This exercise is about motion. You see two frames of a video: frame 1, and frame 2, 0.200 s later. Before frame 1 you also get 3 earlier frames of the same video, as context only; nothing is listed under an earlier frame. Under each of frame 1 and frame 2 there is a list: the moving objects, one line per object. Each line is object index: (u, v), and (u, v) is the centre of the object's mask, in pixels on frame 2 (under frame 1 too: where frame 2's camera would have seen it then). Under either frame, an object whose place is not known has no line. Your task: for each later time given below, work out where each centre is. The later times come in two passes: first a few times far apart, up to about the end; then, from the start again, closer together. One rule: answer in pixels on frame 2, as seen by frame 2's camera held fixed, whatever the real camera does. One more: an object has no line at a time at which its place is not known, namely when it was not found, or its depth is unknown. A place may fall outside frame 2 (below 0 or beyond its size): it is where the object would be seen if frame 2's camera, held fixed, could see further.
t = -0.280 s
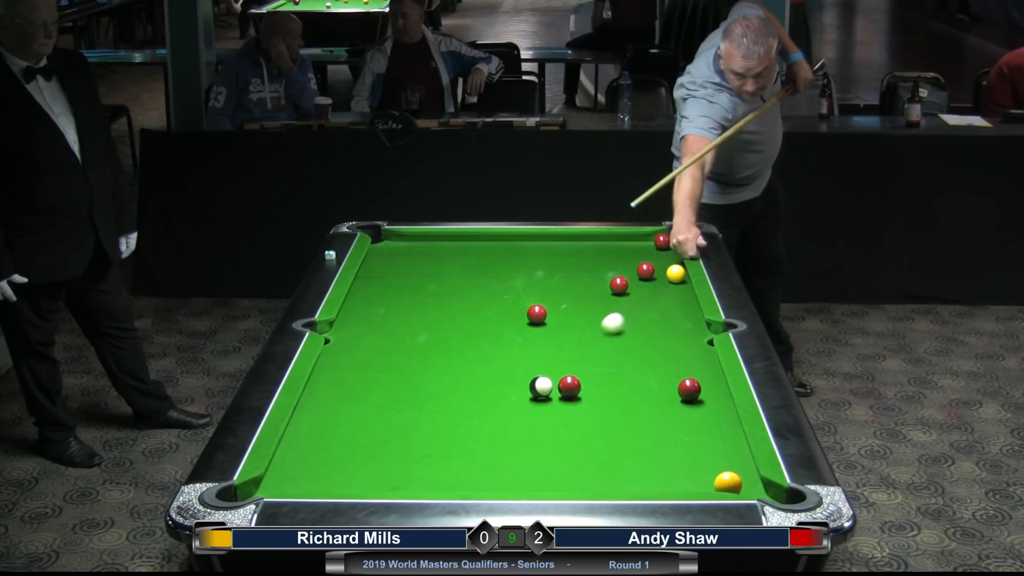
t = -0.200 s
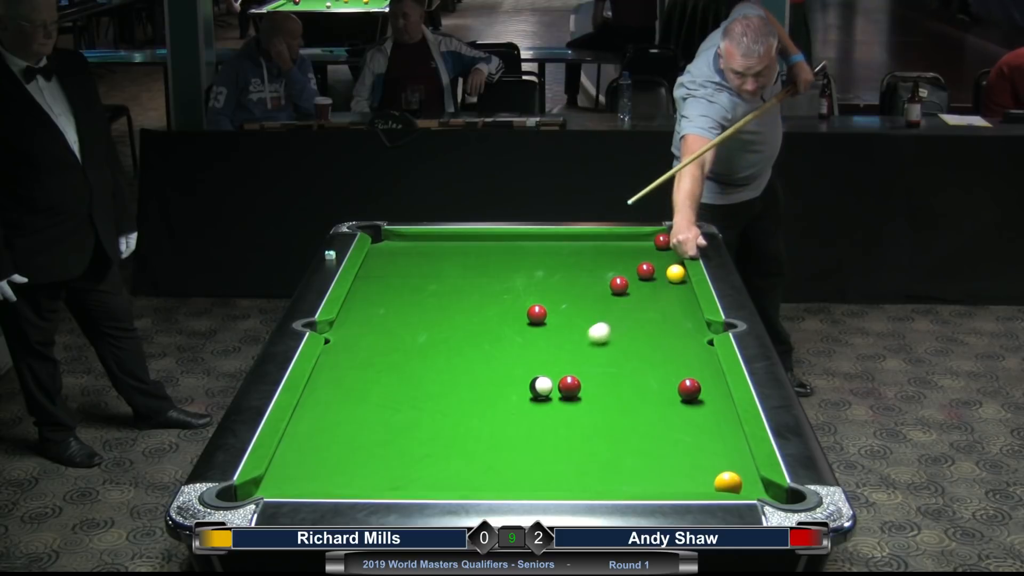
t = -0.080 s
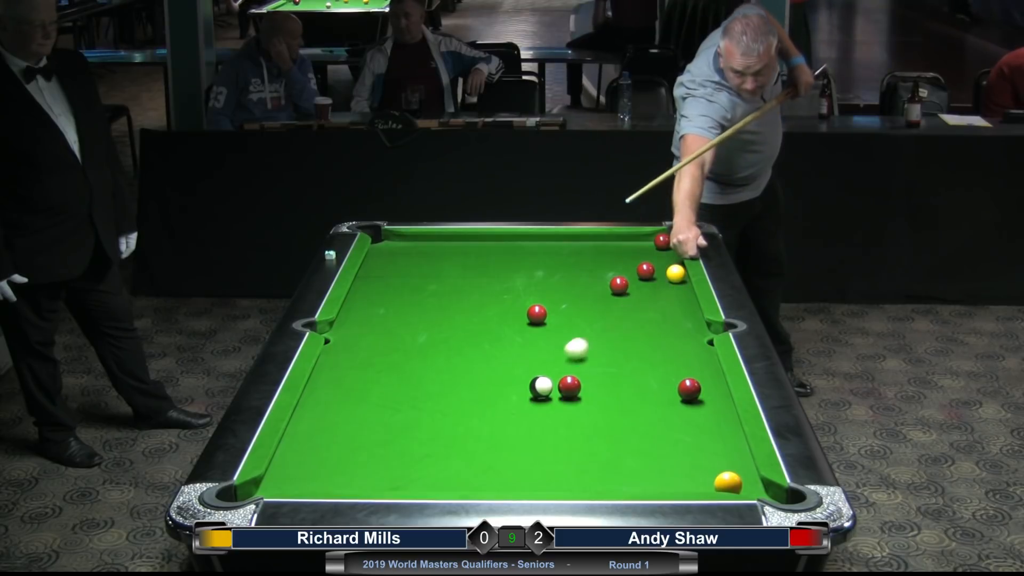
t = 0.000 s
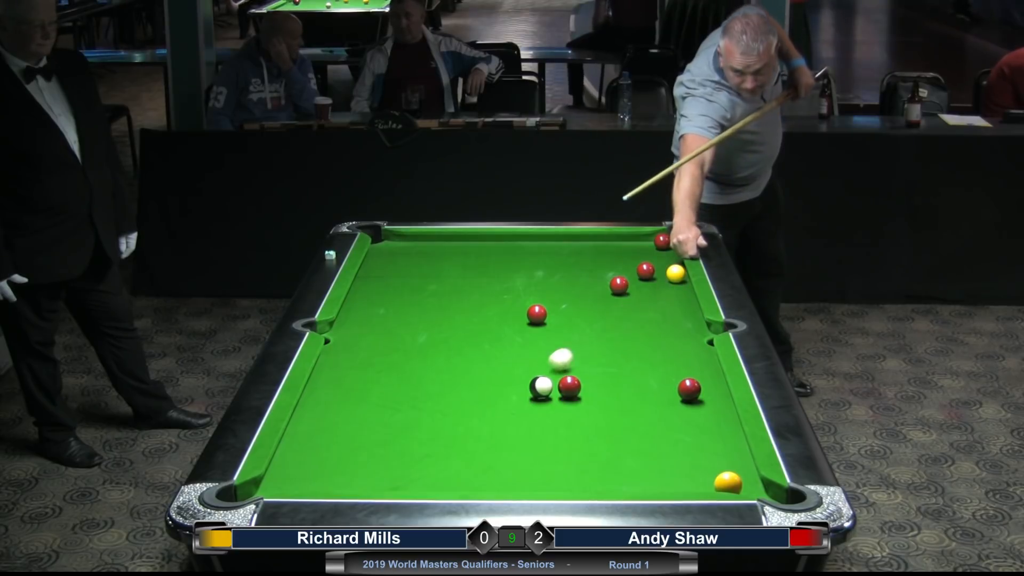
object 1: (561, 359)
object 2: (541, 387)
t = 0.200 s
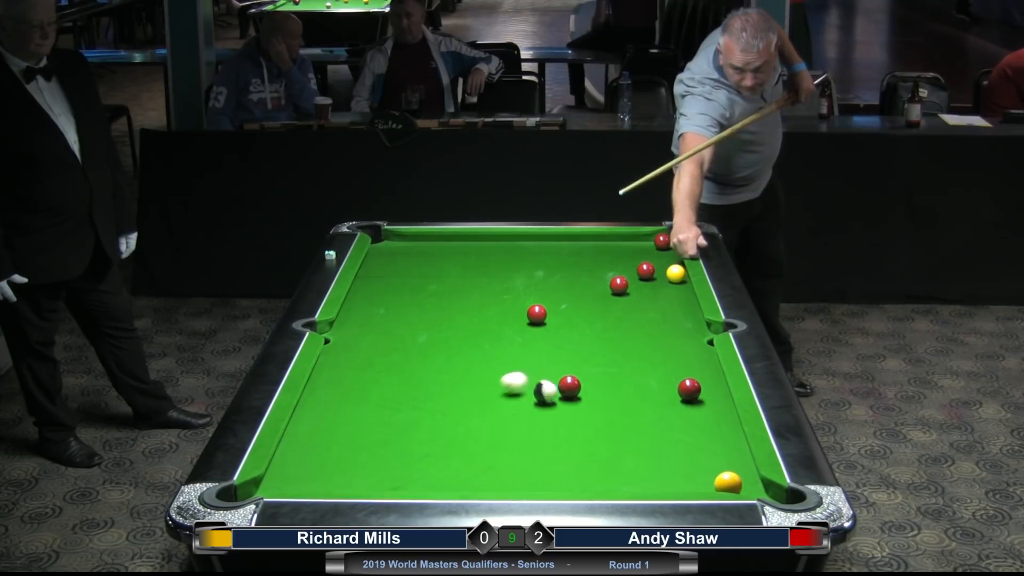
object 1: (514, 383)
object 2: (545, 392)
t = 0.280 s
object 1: (490, 388)
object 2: (549, 397)
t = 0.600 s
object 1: (395, 408)
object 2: (568, 416)
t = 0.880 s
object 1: (309, 426)
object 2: (584, 434)
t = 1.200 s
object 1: (342, 441)
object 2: (601, 452)
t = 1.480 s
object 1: (386, 452)
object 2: (615, 466)
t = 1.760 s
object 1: (430, 462)
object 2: (629, 479)
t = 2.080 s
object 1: (476, 473)
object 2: (641, 485)
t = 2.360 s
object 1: (514, 480)
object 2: (646, 482)
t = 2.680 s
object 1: (553, 485)
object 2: (650, 479)
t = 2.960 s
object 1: (579, 485)
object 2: (652, 478)
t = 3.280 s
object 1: (601, 483)
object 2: (653, 478)
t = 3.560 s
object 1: (617, 481)
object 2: (653, 478)
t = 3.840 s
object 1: (627, 481)
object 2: (653, 478)
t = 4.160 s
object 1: (628, 481)
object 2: (655, 478)
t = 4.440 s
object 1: (628, 481)
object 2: (654, 478)
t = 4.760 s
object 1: (628, 480)
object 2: (654, 478)
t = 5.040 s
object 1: (628, 480)
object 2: (654, 478)
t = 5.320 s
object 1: (628, 481)
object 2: (654, 478)
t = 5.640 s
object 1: (628, 481)
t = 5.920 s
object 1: (629, 481)
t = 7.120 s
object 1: (628, 481)
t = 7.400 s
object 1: (628, 481)
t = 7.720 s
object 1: (628, 481)
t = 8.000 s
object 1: (628, 481)
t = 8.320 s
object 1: (628, 481)
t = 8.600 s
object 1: (628, 481)
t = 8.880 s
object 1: (628, 481)
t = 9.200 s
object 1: (628, 481)
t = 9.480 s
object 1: (628, 481)
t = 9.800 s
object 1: (628, 481)
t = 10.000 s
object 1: (628, 481)
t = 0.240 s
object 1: (502, 385)
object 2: (547, 395)
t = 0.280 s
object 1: (490, 388)
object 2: (549, 397)
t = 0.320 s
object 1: (479, 391)
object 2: (551, 399)
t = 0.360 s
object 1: (467, 393)
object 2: (554, 402)
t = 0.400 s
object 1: (455, 396)
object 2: (556, 405)
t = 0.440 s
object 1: (443, 398)
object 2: (558, 407)
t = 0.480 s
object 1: (431, 400)
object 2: (561, 409)
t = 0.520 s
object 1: (419, 403)
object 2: (563, 411)
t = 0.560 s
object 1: (407, 405)
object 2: (566, 414)
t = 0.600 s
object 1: (395, 408)
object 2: (568, 416)
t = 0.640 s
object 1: (383, 411)
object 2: (570, 419)
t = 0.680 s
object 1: (371, 413)
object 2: (572, 421)
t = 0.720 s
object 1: (358, 416)
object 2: (574, 424)
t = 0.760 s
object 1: (346, 418)
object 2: (577, 426)
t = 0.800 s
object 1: (334, 421)
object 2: (579, 428)
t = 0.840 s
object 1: (322, 423)
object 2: (581, 431)
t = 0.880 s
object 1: (309, 426)
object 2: (584, 434)
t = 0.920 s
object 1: (298, 429)
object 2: (586, 436)
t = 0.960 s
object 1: (303, 431)
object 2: (588, 438)
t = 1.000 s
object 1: (310, 432)
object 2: (590, 440)
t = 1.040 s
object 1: (316, 434)
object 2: (593, 442)
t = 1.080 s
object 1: (323, 435)
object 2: (595, 445)
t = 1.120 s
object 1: (329, 437)
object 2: (597, 446)
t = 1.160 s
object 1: (336, 439)
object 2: (599, 449)
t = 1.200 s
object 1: (342, 441)
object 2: (601, 452)
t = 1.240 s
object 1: (349, 443)
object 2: (603, 454)
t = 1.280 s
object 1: (355, 444)
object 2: (605, 456)
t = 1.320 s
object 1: (361, 446)
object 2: (607, 458)
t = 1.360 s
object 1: (368, 447)
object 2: (609, 460)
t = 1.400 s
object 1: (374, 449)
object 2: (611, 462)
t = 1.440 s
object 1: (380, 450)
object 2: (614, 465)
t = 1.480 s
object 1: (386, 452)
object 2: (615, 466)
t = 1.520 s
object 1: (393, 453)
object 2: (617, 468)
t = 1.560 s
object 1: (399, 455)
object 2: (619, 471)
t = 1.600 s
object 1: (405, 457)
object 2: (622, 472)
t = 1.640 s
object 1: (411, 458)
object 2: (623, 474)
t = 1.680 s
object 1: (417, 460)
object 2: (625, 476)
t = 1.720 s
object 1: (424, 461)
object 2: (627, 477)
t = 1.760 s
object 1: (430, 462)
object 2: (629, 479)
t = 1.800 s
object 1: (436, 464)
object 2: (631, 480)
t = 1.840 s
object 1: (441, 466)
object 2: (632, 481)
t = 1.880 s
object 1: (447, 467)
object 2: (634, 482)
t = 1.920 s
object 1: (453, 468)
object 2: (636, 483)
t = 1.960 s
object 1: (459, 469)
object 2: (637, 484)
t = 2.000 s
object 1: (465, 471)
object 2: (639, 484)
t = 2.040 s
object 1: (471, 472)
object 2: (641, 485)
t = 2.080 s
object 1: (476, 473)
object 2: (641, 485)
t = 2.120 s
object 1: (482, 475)
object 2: (642, 485)
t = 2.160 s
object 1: (488, 476)
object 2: (643, 484)
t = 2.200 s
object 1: (493, 477)
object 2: (644, 483)
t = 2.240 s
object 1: (498, 478)
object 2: (644, 483)
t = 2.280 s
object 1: (504, 479)
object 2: (645, 483)
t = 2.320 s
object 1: (509, 480)
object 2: (645, 483)
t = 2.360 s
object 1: (514, 480)
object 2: (646, 482)
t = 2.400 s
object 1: (519, 481)
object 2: (646, 482)
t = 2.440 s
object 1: (524, 482)
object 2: (647, 481)
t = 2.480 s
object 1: (530, 483)
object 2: (647, 481)
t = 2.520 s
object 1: (534, 483)
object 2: (648, 481)
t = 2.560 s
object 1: (539, 484)
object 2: (648, 481)
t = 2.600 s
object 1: (544, 484)
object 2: (649, 480)
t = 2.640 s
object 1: (549, 485)
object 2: (649, 480)
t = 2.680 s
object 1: (553, 485)
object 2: (650, 479)
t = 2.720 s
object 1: (558, 486)
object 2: (650, 479)
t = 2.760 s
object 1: (562, 487)
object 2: (651, 479)
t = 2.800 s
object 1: (566, 486)
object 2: (651, 479)
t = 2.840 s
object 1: (569, 486)
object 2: (651, 478)
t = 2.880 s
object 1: (573, 485)
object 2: (652, 478)
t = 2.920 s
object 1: (576, 485)
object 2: (652, 478)
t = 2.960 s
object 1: (579, 485)
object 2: (652, 478)
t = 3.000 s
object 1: (583, 484)
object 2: (652, 478)
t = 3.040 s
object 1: (586, 484)
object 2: (653, 478)
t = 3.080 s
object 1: (588, 484)
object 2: (653, 478)
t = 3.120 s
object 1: (591, 484)
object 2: (653, 478)
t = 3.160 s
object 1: (594, 484)
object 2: (653, 478)
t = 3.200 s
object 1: (596, 483)
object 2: (653, 478)
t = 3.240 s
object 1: (599, 483)
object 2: (653, 478)
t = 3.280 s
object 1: (601, 483)
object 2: (653, 478)
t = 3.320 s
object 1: (604, 482)
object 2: (653, 478)
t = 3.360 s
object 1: (606, 482)
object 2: (653, 478)
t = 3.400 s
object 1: (609, 482)
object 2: (653, 478)
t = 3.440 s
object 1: (611, 482)
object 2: (653, 478)
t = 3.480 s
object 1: (613, 482)
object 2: (653, 478)
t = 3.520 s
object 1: (615, 482)
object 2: (653, 478)
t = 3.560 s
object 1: (617, 481)
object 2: (653, 478)
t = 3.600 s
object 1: (618, 481)
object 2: (653, 478)
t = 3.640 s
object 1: (620, 481)
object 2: (653, 478)
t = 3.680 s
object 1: (622, 481)
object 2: (653, 478)
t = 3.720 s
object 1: (624, 481)
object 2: (653, 478)
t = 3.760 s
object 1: (625, 481)
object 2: (653, 478)
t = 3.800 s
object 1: (626, 481)
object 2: (653, 478)
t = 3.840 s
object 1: (627, 481)
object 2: (653, 478)
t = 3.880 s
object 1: (628, 481)
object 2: (654, 478)
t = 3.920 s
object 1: (628, 481)
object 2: (654, 478)
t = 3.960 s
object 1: (628, 481)
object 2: (655, 478)
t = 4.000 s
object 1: (628, 481)
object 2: (655, 478)
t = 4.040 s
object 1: (628, 481)
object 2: (655, 478)
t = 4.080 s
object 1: (628, 481)
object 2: (655, 478)
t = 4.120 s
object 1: (628, 481)
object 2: (655, 478)
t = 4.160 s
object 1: (628, 481)
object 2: (655, 478)
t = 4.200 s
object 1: (628, 481)
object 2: (655, 478)
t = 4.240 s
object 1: (628, 481)
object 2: (655, 478)
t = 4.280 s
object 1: (628, 481)
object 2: (655, 478)
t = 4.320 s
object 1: (628, 481)
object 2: (654, 478)
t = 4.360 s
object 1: (628, 480)
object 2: (655, 478)
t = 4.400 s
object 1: (628, 481)
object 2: (654, 478)
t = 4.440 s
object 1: (628, 481)
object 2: (654, 478)
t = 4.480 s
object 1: (628, 481)
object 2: (654, 478)
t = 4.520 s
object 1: (628, 481)
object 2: (654, 478)
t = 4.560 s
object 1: (628, 481)
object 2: (654, 478)
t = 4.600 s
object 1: (628, 481)
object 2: (654, 478)
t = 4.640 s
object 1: (628, 481)
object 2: (654, 478)
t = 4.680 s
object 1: (628, 481)
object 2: (654, 478)
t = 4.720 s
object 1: (628, 480)
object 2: (654, 478)
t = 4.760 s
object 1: (628, 480)
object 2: (654, 478)
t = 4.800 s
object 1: (628, 481)
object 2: (654, 478)
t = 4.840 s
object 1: (628, 481)
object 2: (654, 478)
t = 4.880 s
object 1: (628, 481)
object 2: (654, 478)
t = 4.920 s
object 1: (628, 481)
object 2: (654, 478)
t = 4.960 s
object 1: (628, 481)
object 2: (654, 478)
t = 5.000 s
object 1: (628, 481)
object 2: (654, 477)
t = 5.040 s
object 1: (628, 480)
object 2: (654, 478)
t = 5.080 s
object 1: (628, 480)
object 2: (654, 478)
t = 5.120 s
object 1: (628, 480)
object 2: (654, 477)
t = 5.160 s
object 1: (628, 480)
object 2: (654, 478)
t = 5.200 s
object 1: (628, 481)
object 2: (654, 478)
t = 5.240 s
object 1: (628, 481)
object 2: (654, 478)
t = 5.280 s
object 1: (628, 481)
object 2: (654, 478)
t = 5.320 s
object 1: (628, 481)
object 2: (654, 478)
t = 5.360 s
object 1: (628, 481)
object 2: (654, 478)
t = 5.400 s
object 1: (628, 481)
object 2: (654, 478)
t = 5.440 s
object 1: (628, 481)
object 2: (654, 478)
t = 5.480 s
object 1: (628, 481)
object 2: (654, 478)
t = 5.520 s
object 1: (628, 480)
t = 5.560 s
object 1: (628, 481)
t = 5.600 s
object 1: (628, 481)
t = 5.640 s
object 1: (628, 481)
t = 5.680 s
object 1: (628, 481)
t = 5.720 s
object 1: (628, 481)
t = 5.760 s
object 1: (628, 481)
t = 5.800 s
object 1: (628, 481)
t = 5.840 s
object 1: (629, 481)
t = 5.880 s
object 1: (629, 481)
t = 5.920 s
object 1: (629, 481)
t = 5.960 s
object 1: (629, 481)
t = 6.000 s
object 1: (629, 481)
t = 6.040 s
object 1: (629, 481)
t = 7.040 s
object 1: (628, 481)
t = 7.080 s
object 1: (628, 481)
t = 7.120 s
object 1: (628, 481)
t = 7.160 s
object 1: (628, 481)
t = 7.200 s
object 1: (628, 481)
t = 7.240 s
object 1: (628, 481)
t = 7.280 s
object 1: (628, 481)
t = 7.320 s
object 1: (628, 481)
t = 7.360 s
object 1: (628, 481)
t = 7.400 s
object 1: (628, 481)
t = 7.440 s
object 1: (628, 481)
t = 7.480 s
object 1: (628, 481)
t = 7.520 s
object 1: (628, 481)
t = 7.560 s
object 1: (628, 481)
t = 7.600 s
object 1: (628, 481)
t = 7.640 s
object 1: (628, 481)
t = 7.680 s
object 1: (628, 481)
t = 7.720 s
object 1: (628, 481)
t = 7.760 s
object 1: (628, 481)
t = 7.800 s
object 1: (628, 481)
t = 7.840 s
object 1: (628, 481)
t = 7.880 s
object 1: (628, 481)
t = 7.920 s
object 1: (628, 481)
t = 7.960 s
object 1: (628, 481)
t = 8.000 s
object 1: (628, 481)
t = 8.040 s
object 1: (628, 481)
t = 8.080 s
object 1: (628, 481)
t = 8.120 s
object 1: (628, 481)
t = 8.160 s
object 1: (628, 481)
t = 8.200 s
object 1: (628, 481)
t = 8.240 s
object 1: (628, 481)
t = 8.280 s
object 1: (628, 481)
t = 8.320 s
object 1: (628, 481)
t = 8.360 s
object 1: (628, 481)
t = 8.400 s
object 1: (628, 481)
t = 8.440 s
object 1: (628, 481)
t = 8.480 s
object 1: (628, 481)
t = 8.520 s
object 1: (628, 481)
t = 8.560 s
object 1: (628, 481)
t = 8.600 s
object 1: (628, 481)
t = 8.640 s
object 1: (628, 481)
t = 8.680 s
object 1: (628, 481)
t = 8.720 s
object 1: (628, 481)
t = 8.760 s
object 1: (628, 481)
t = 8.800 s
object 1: (628, 481)
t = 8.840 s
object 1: (628, 481)
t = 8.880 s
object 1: (628, 481)
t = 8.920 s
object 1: (628, 481)
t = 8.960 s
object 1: (628, 481)
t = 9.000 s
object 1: (628, 481)
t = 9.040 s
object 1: (628, 481)
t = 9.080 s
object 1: (628, 481)
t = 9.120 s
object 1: (628, 481)
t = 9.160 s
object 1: (628, 481)
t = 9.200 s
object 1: (628, 481)
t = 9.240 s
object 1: (628, 481)
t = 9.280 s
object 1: (628, 481)
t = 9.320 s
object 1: (628, 481)
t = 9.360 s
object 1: (628, 481)
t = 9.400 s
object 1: (628, 481)
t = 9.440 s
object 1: (628, 481)
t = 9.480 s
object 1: (628, 481)
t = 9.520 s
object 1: (628, 481)
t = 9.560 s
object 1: (628, 481)
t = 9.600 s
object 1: (628, 481)
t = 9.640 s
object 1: (628, 481)
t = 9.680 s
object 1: (628, 481)
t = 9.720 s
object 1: (628, 481)
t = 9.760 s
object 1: (628, 481)
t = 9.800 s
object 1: (628, 481)
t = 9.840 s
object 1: (628, 481)
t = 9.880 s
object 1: (628, 481)
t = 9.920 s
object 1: (628, 481)
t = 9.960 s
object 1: (628, 481)
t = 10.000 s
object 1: (628, 481)
